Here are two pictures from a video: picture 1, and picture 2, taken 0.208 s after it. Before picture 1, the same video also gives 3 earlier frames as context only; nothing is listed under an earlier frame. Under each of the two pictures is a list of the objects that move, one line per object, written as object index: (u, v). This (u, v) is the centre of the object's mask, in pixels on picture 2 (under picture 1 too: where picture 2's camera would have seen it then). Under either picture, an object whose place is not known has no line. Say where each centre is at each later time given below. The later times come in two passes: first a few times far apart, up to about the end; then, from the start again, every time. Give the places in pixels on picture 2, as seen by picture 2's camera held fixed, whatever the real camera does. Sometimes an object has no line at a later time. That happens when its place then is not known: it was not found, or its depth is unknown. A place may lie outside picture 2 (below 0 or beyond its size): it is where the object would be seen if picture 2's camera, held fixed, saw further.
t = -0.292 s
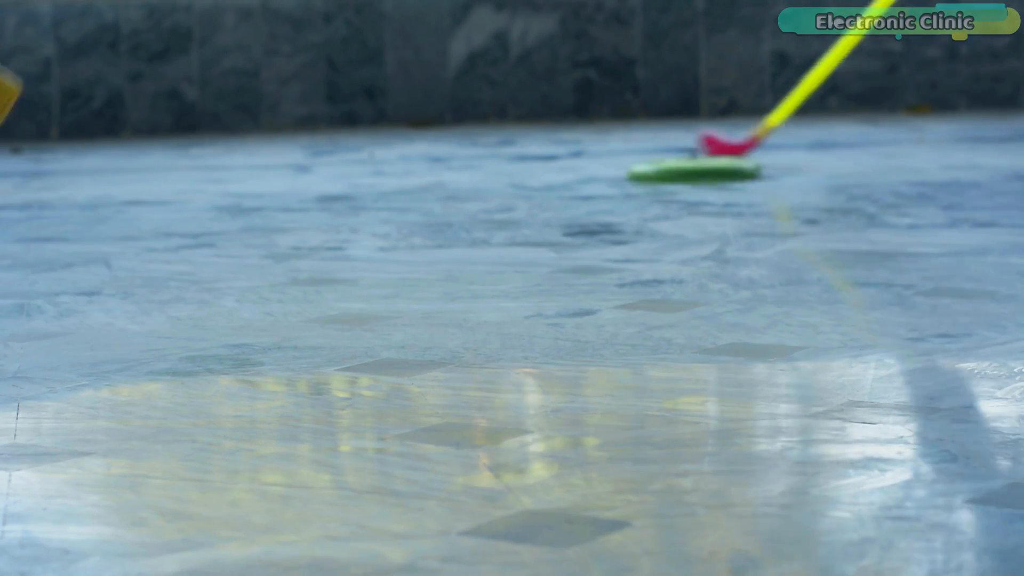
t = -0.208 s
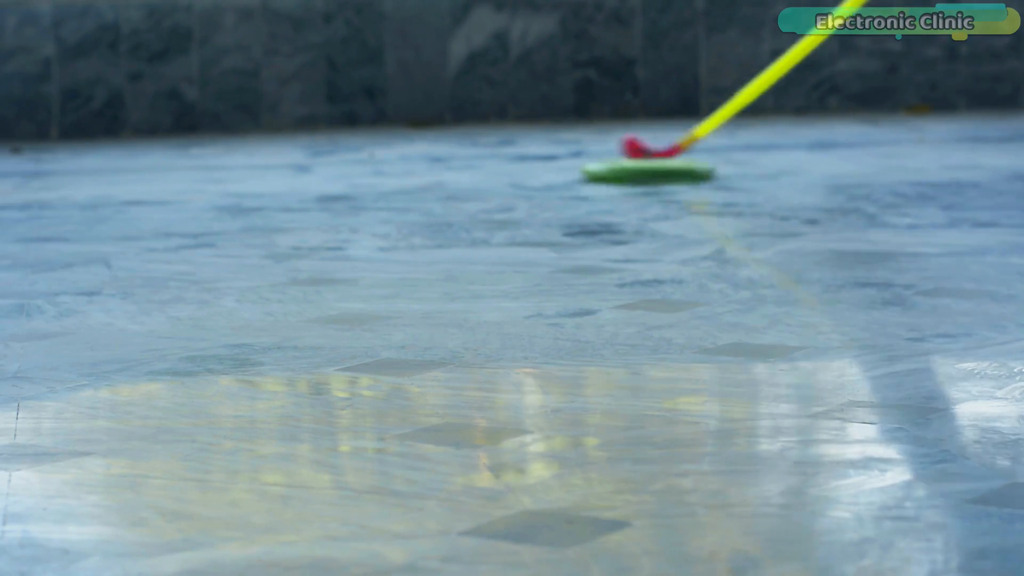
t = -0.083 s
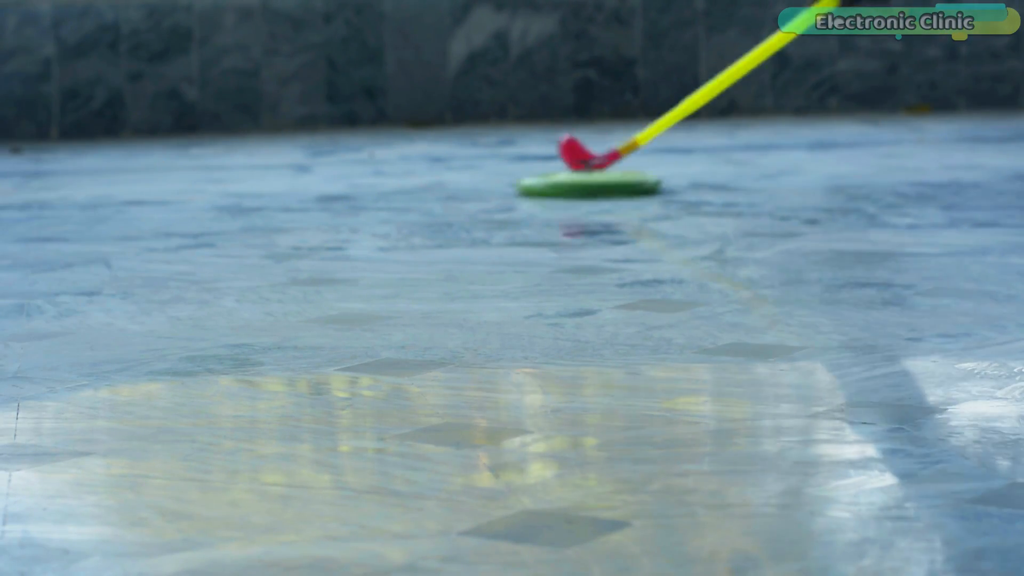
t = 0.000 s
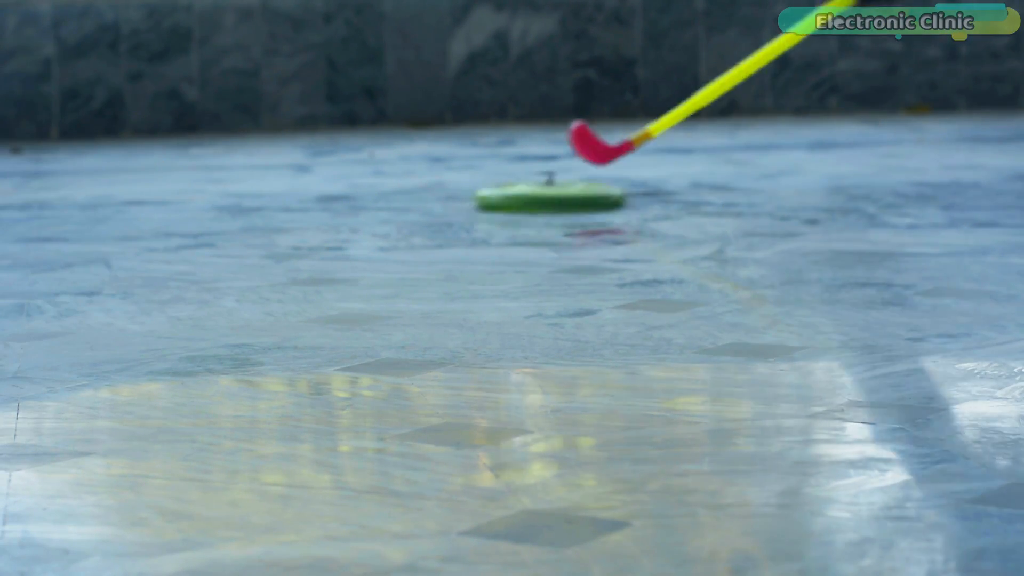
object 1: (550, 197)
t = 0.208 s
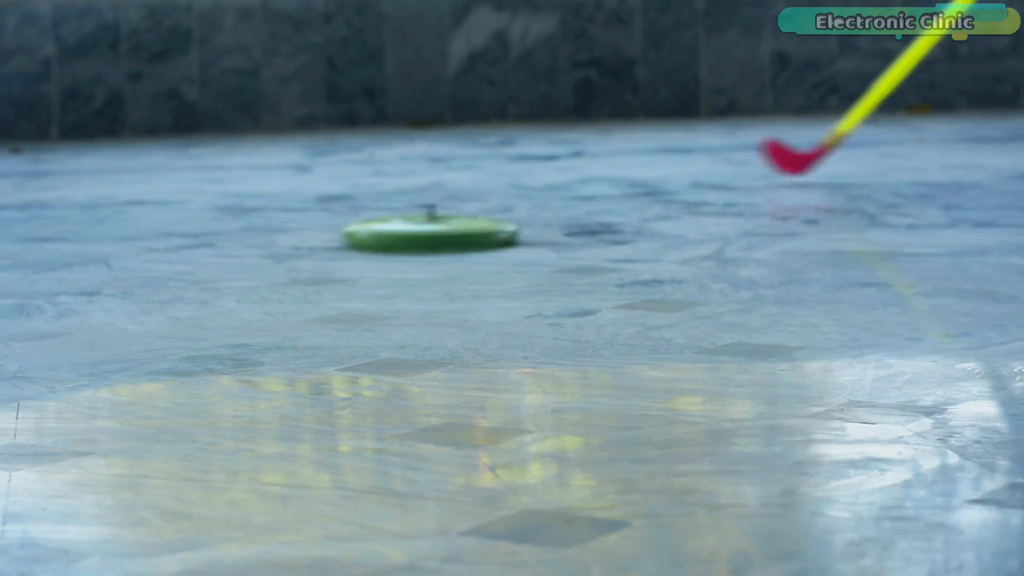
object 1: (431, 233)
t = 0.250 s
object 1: (404, 242)
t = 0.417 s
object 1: (285, 277)
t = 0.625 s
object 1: (114, 331)
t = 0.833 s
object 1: (24, 395)
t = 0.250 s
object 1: (404, 242)
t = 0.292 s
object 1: (375, 250)
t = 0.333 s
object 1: (346, 259)
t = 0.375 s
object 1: (316, 268)
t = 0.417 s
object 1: (285, 277)
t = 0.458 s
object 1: (253, 287)
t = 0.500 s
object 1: (219, 298)
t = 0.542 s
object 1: (184, 308)
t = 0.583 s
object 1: (149, 319)
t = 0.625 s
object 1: (114, 331)
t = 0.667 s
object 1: (93, 343)
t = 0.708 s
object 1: (74, 355)
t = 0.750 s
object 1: (58, 367)
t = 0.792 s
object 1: (42, 381)
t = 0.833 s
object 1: (24, 395)
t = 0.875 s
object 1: (14, 400)
